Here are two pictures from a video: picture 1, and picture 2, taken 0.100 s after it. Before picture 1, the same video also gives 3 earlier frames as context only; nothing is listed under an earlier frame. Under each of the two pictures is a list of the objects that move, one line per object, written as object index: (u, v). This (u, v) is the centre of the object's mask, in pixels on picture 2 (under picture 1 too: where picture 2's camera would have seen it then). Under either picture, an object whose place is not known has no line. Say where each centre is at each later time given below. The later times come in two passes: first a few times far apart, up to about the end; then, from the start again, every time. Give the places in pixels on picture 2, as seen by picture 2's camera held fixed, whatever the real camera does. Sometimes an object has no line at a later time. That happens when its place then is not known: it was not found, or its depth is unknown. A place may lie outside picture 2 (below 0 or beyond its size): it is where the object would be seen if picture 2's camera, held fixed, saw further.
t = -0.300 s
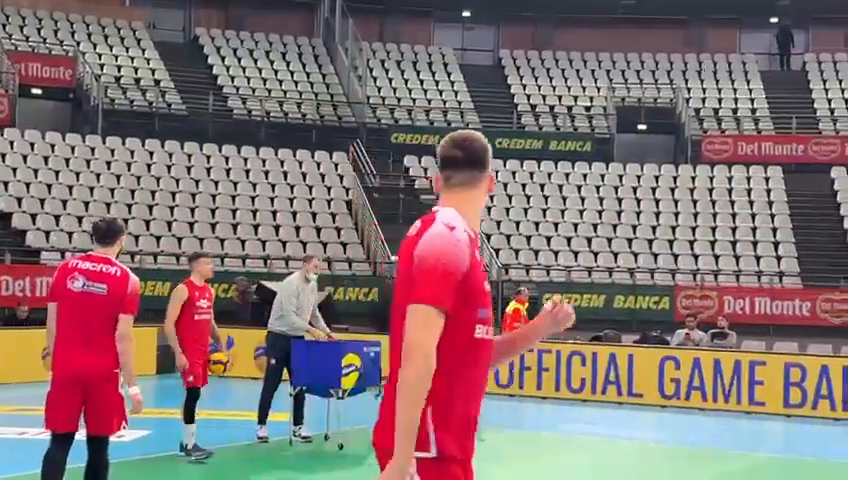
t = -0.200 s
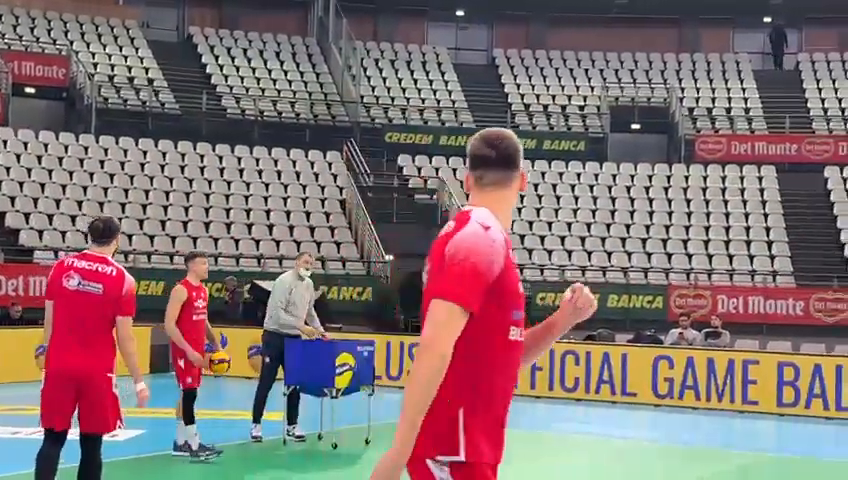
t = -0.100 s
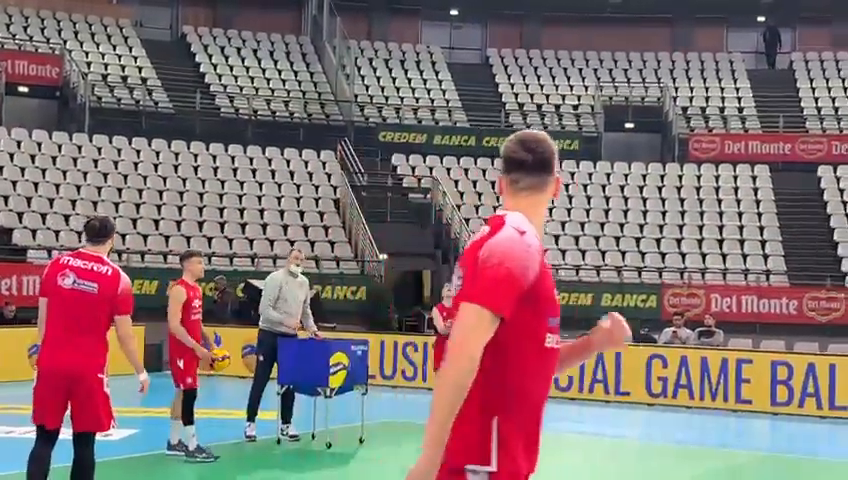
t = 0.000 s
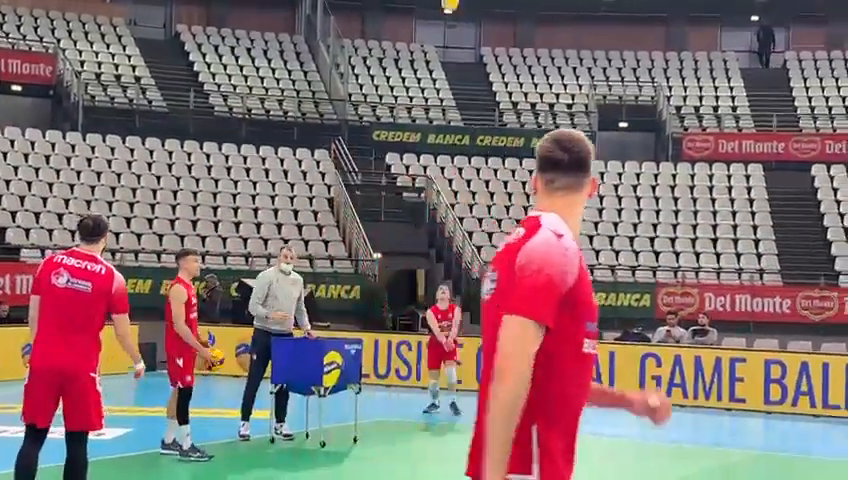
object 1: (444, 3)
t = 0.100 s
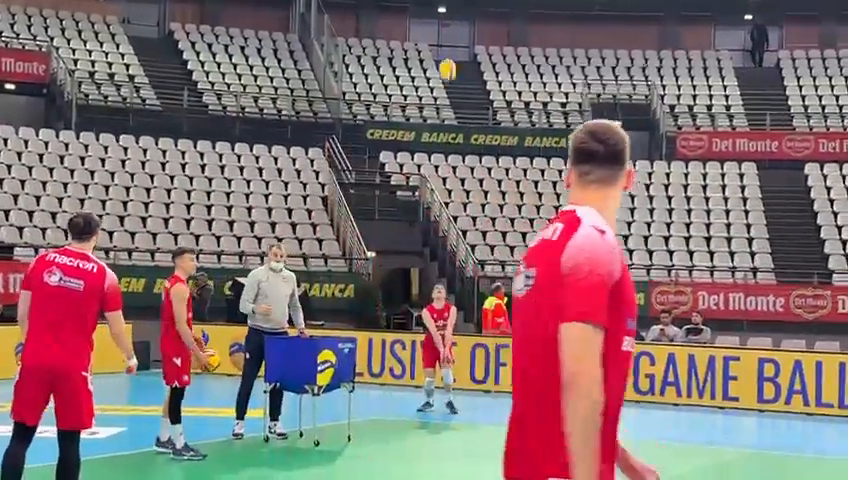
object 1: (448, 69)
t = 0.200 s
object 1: (449, 145)
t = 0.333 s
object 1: (450, 256)
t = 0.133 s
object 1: (448, 94)
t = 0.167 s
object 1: (448, 120)
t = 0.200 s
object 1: (449, 145)
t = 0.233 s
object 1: (449, 171)
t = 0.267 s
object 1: (448, 199)
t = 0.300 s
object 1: (449, 227)
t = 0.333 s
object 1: (450, 256)
